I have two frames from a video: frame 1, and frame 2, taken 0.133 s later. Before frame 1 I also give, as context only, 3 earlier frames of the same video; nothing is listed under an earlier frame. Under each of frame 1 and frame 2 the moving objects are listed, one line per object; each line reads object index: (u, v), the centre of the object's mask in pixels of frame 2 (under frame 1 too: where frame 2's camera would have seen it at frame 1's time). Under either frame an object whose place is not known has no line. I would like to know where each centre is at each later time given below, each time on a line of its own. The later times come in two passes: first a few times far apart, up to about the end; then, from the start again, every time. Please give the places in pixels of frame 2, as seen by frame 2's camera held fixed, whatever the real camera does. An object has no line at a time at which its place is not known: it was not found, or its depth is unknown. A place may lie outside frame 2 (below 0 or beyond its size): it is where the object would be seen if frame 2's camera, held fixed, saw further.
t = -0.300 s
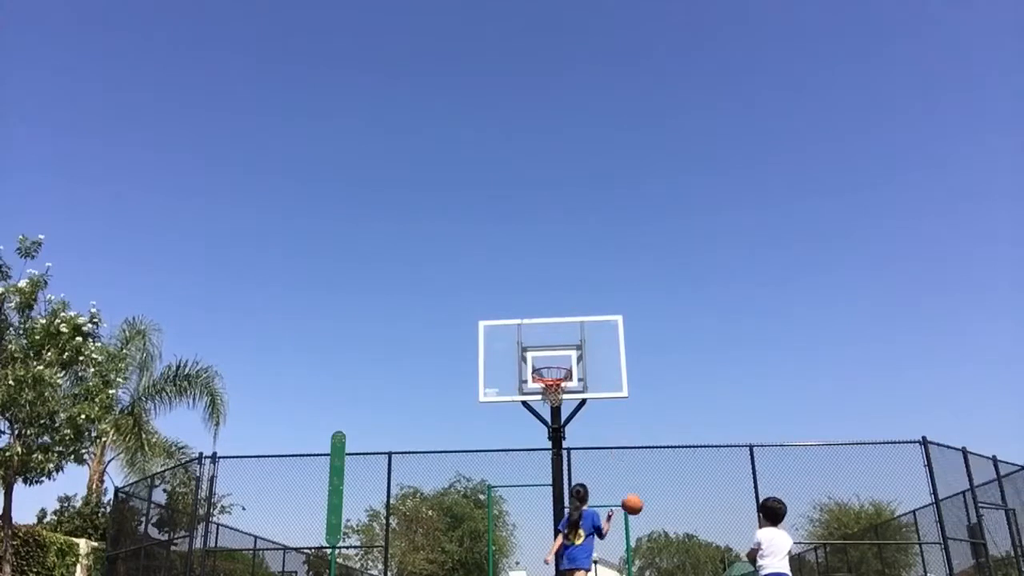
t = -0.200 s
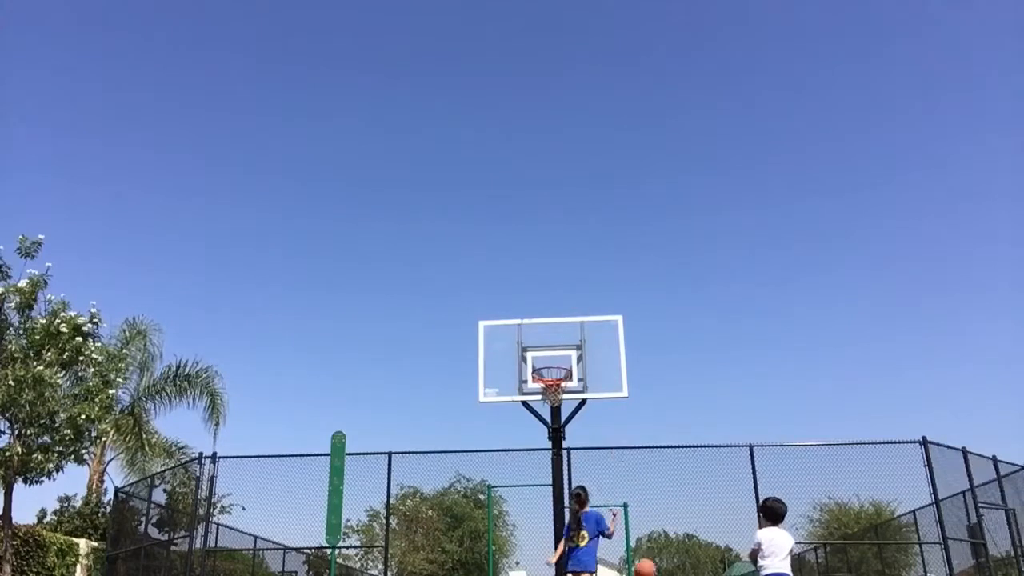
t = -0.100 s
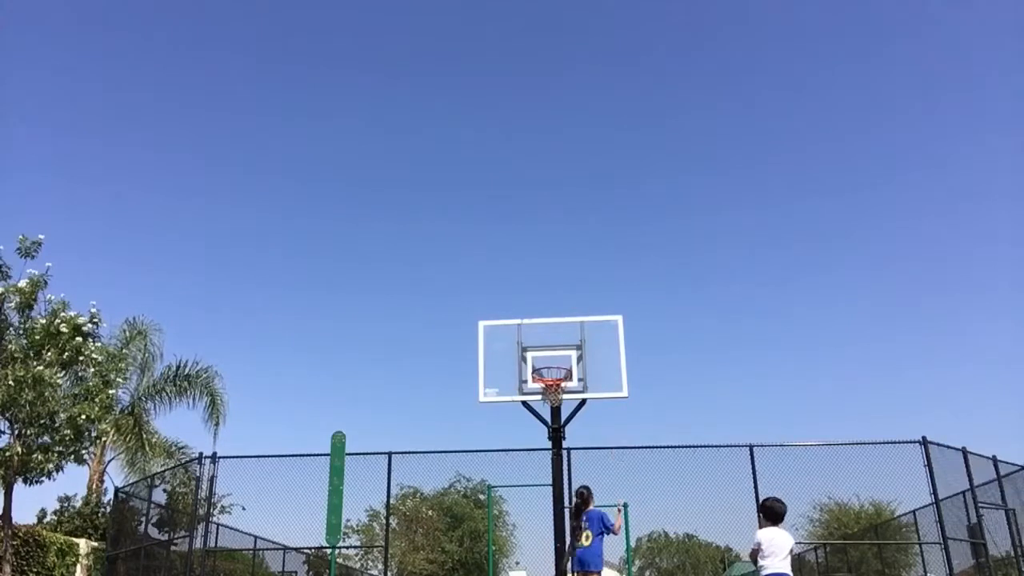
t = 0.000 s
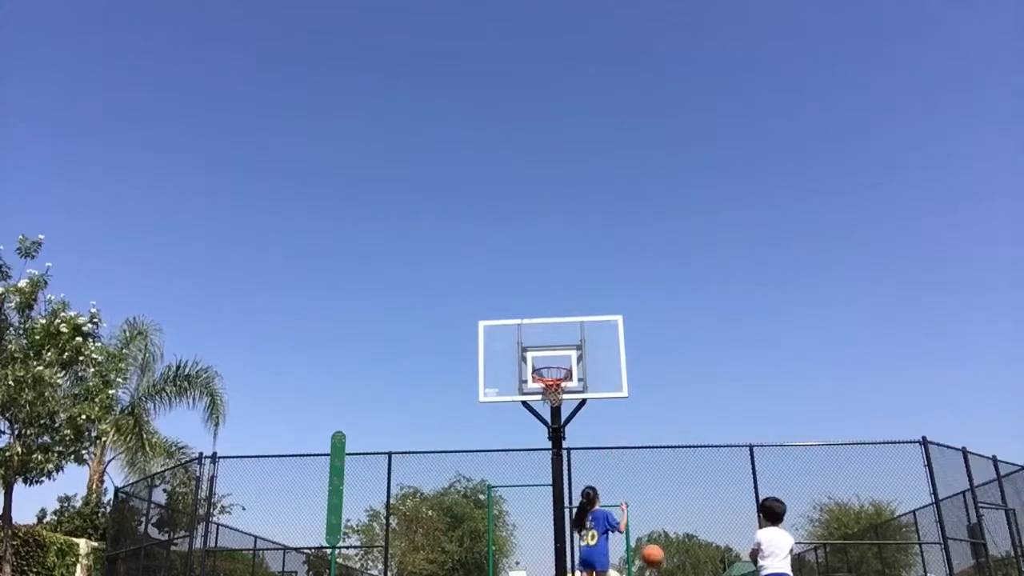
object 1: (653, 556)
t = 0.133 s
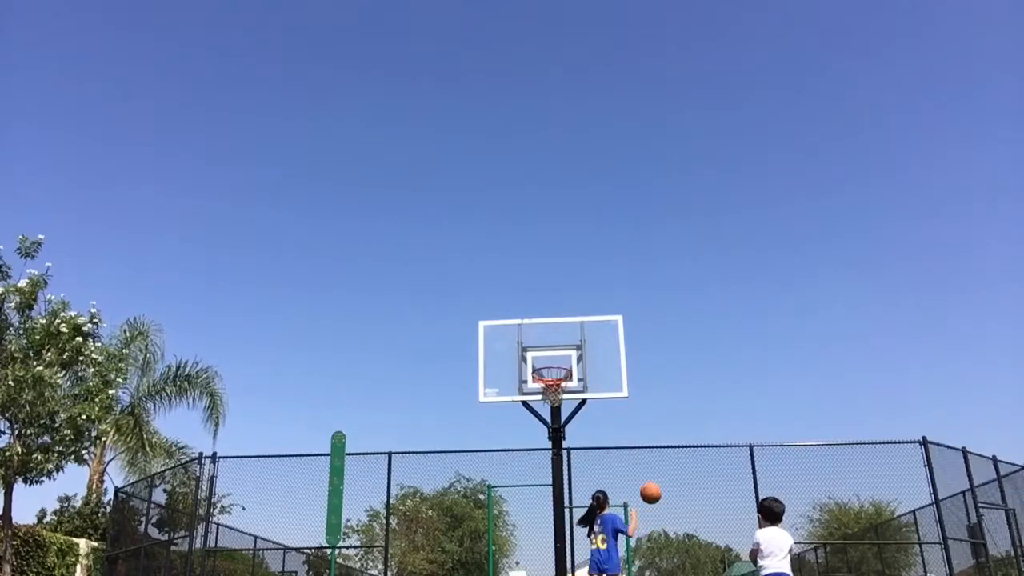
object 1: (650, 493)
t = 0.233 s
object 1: (650, 458)
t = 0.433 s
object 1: (650, 418)
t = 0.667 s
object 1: (655, 413)
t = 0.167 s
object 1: (650, 480)
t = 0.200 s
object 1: (650, 469)
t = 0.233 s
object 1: (650, 458)
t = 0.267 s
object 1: (650, 449)
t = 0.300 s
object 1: (650, 441)
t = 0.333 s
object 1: (650, 433)
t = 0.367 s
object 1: (650, 427)
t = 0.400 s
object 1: (650, 422)
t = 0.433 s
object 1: (650, 418)
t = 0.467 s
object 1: (651, 413)
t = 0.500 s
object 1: (651, 412)
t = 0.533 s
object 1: (652, 410)
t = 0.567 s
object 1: (652, 410)
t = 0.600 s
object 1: (653, 410)
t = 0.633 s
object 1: (654, 411)
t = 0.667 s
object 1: (655, 413)
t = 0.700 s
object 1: (655, 415)
